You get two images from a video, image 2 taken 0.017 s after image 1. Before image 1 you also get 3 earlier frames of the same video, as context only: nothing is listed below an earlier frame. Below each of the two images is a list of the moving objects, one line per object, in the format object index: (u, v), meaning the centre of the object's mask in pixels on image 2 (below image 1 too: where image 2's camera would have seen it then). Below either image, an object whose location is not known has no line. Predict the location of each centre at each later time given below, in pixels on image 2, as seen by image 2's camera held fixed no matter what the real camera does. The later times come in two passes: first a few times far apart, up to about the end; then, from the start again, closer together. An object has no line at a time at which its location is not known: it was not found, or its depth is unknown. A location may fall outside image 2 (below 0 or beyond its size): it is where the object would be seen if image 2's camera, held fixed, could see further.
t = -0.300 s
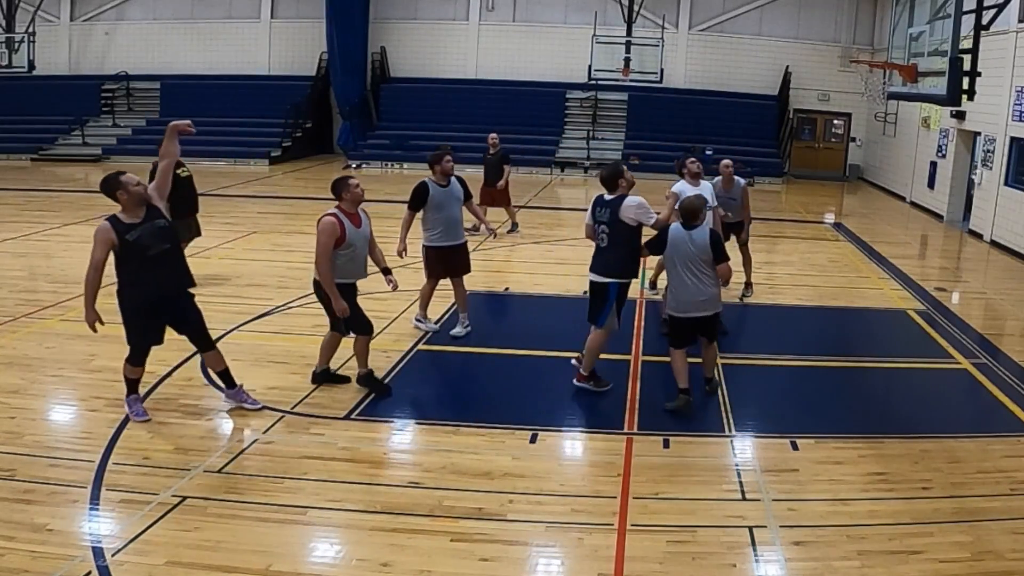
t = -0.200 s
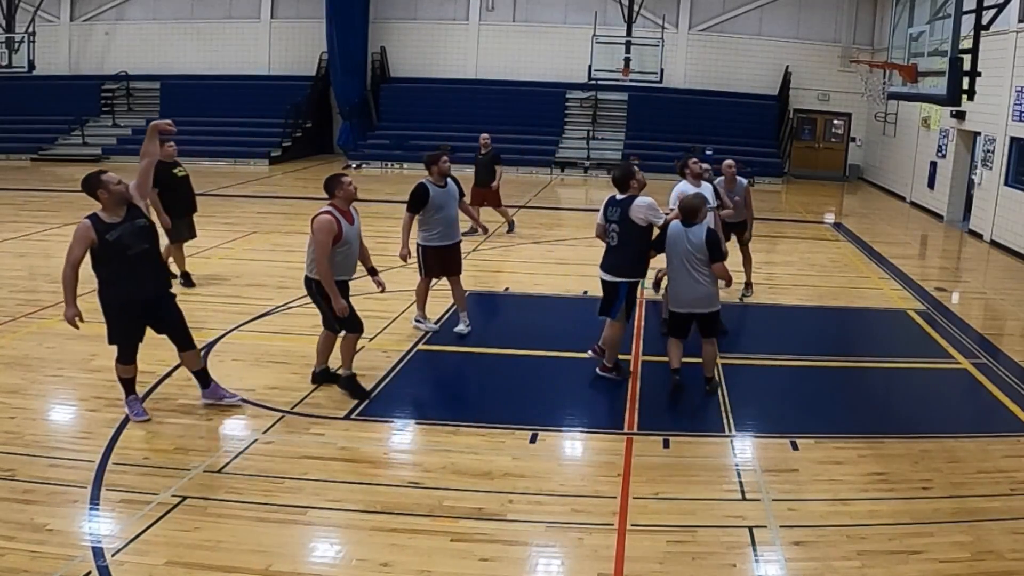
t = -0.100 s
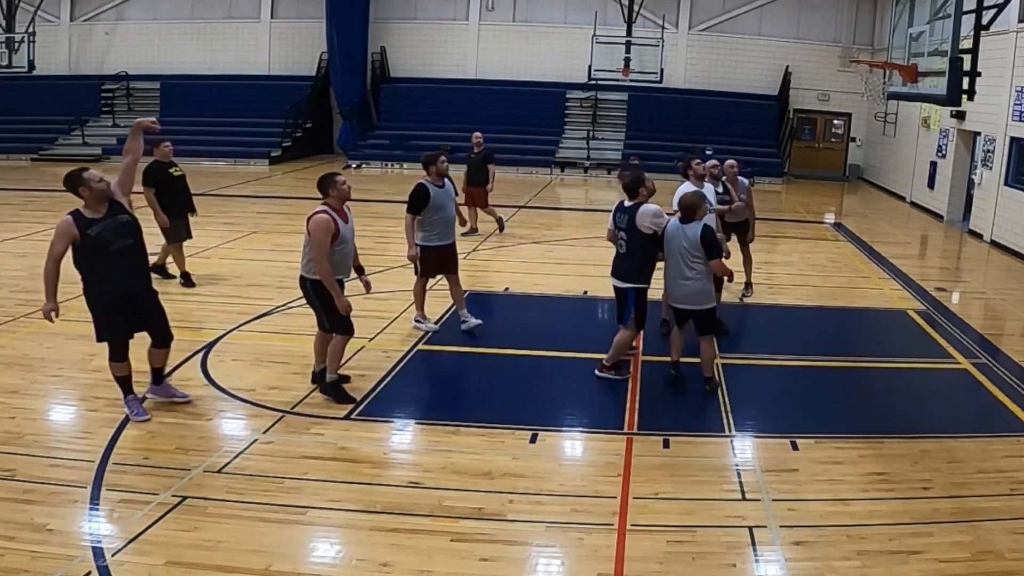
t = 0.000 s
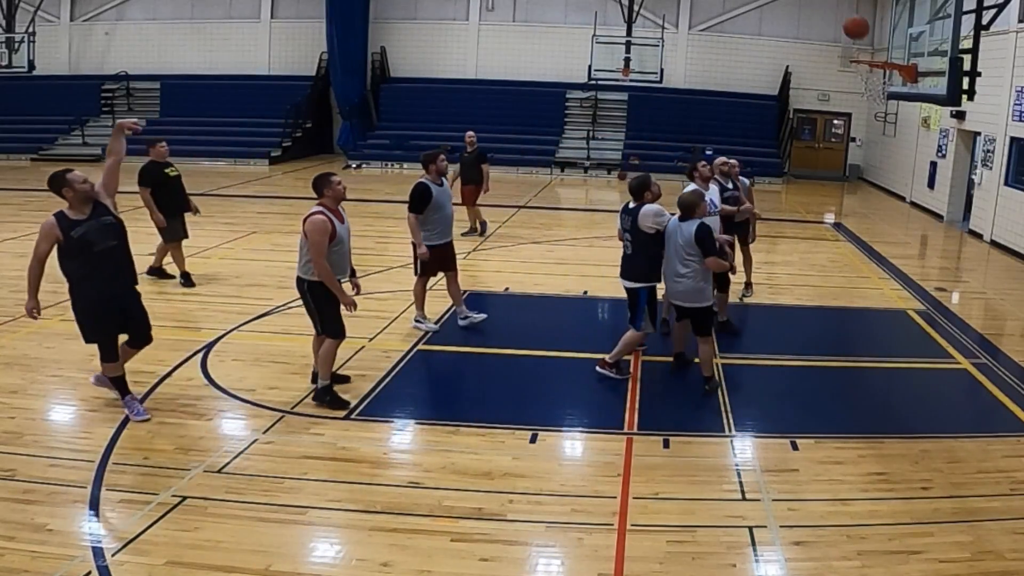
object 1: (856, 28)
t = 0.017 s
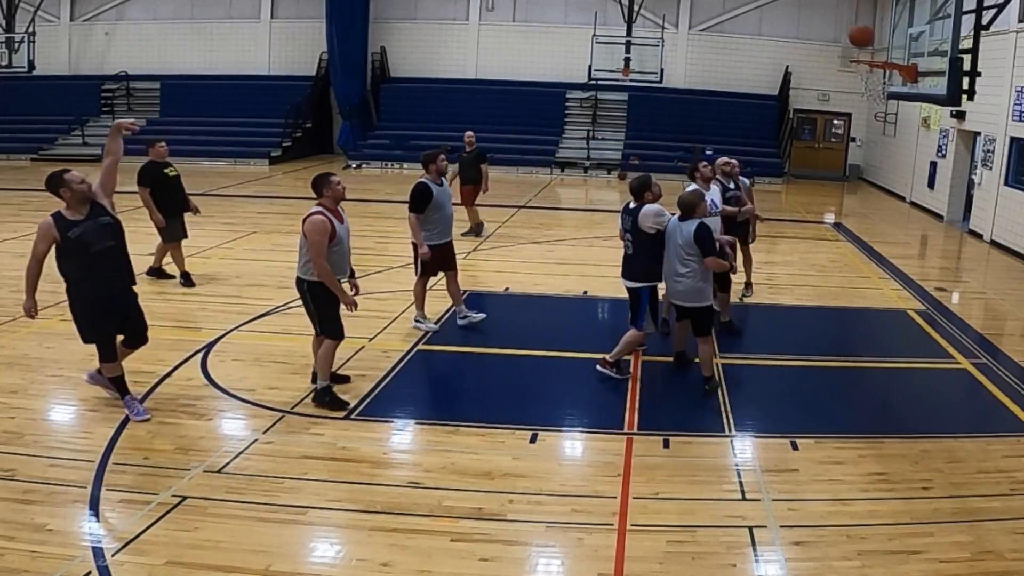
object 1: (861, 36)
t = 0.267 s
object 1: (901, 130)
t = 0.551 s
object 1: (914, 254)
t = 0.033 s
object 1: (866, 45)
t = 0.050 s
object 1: (871, 53)
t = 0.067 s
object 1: (875, 63)
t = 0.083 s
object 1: (881, 73)
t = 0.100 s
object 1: (886, 82)
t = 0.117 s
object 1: (889, 89)
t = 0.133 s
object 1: (890, 93)
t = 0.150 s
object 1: (892, 96)
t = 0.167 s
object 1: (893, 100)
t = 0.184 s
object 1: (894, 104)
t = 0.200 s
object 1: (896, 109)
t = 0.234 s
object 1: (898, 119)
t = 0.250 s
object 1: (899, 124)
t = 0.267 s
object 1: (901, 130)
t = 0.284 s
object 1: (902, 135)
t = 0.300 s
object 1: (903, 141)
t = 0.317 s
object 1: (904, 147)
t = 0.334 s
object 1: (904, 154)
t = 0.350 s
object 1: (905, 160)
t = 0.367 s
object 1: (906, 167)
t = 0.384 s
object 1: (907, 174)
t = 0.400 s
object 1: (908, 181)
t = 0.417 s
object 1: (909, 189)
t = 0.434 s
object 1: (910, 196)
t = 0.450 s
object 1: (911, 204)
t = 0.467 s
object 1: (911, 212)
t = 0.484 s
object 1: (912, 220)
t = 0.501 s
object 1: (912, 228)
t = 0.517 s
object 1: (913, 237)
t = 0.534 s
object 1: (913, 245)
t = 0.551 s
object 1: (914, 254)
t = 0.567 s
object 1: (914, 262)
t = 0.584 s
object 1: (915, 271)
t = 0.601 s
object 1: (915, 280)
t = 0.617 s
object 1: (914, 290)
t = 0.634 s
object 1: (914, 300)
